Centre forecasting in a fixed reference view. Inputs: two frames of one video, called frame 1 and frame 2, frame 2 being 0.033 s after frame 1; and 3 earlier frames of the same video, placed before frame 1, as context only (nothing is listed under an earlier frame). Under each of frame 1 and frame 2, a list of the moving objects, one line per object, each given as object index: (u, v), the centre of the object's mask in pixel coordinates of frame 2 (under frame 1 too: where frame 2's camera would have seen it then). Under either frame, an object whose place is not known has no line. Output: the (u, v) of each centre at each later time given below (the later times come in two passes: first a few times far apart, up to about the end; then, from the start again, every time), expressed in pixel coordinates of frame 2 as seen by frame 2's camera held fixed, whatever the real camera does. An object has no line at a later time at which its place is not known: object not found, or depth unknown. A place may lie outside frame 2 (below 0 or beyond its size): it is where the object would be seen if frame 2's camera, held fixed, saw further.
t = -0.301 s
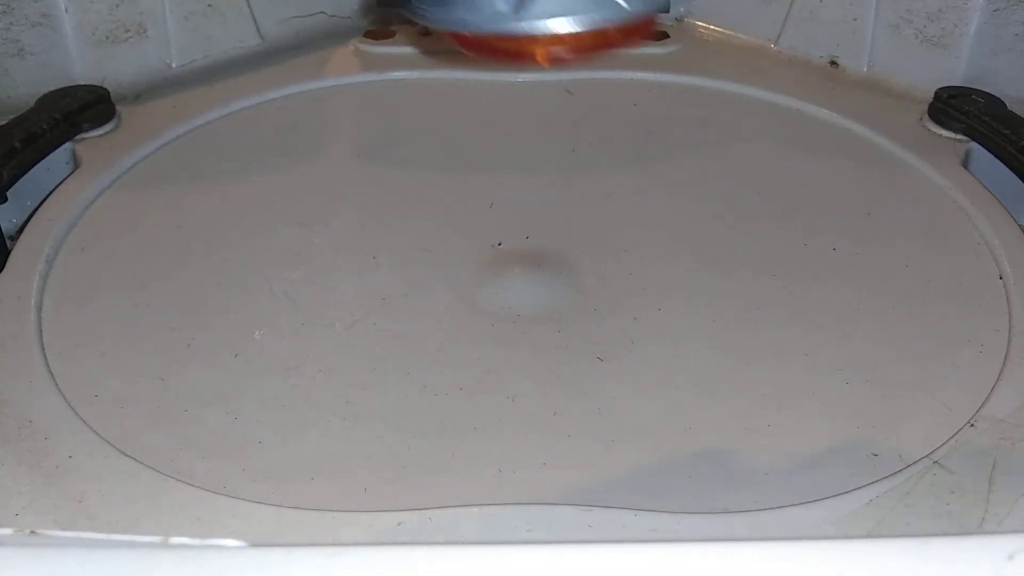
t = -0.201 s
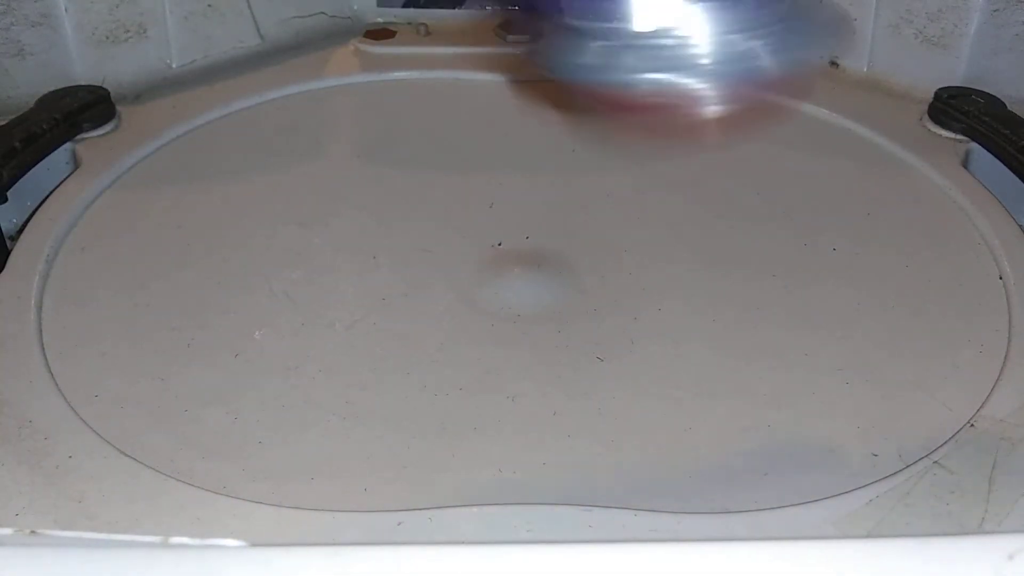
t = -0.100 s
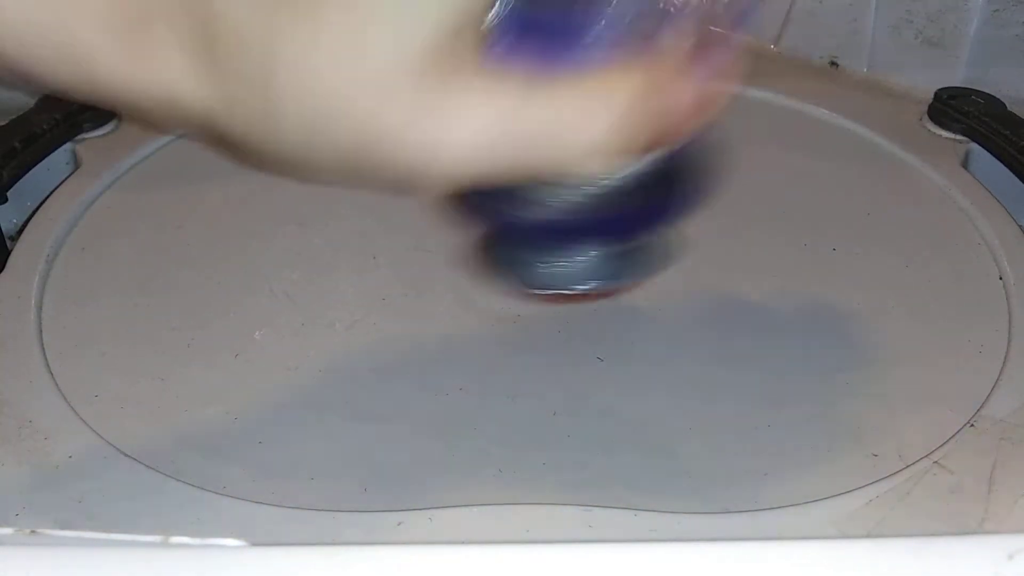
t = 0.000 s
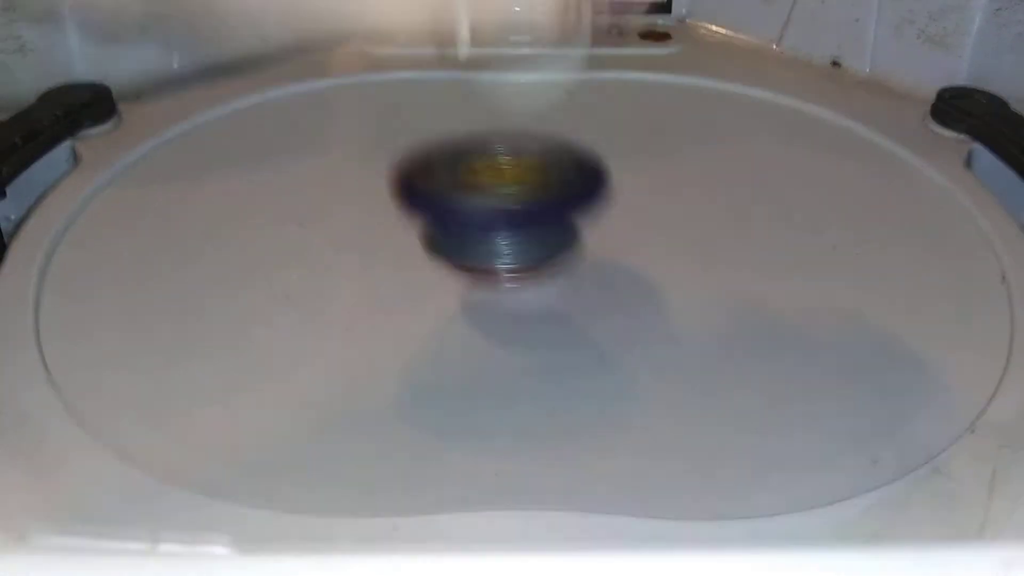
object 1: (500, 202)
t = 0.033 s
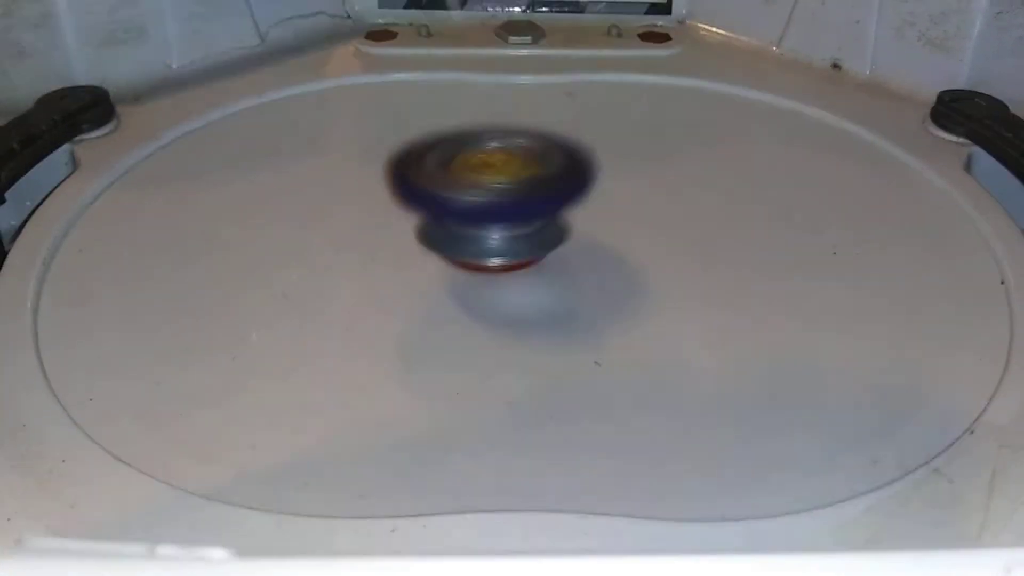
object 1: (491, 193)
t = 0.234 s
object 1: (471, 119)
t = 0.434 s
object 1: (629, 139)
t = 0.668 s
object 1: (870, 263)
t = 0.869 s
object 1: (701, 386)
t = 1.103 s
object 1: (333, 210)
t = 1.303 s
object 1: (418, 53)
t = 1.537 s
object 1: (798, 61)
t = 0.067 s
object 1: (479, 187)
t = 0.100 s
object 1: (468, 170)
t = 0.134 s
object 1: (460, 151)
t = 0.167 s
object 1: (459, 137)
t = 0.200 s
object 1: (462, 130)
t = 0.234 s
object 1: (471, 119)
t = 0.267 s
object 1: (484, 115)
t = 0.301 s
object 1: (501, 115)
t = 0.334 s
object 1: (524, 117)
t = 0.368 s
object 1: (553, 122)
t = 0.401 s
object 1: (589, 130)
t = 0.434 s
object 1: (629, 139)
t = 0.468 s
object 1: (667, 149)
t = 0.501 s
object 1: (704, 159)
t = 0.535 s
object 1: (744, 176)
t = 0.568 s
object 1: (779, 192)
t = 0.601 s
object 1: (814, 212)
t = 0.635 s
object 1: (846, 236)
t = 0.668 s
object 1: (870, 263)
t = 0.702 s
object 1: (885, 294)
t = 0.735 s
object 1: (883, 325)
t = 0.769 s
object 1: (866, 349)
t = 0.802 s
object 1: (824, 370)
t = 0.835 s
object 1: (769, 383)
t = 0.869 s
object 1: (701, 386)
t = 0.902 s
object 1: (627, 378)
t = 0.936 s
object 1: (561, 364)
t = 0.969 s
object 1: (494, 344)
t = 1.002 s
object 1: (436, 316)
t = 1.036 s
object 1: (387, 284)
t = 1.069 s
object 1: (352, 246)
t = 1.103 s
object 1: (333, 210)
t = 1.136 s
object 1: (326, 177)
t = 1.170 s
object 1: (329, 147)
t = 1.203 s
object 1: (340, 116)
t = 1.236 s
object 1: (359, 91)
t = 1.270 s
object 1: (387, 70)
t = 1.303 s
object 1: (418, 53)
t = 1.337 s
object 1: (453, 46)
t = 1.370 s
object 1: (494, 43)
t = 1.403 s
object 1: (543, 42)
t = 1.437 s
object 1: (598, 45)
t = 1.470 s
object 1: (662, 47)
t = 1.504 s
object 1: (735, 50)
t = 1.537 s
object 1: (798, 61)
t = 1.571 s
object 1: (862, 83)
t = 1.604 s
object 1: (915, 121)
